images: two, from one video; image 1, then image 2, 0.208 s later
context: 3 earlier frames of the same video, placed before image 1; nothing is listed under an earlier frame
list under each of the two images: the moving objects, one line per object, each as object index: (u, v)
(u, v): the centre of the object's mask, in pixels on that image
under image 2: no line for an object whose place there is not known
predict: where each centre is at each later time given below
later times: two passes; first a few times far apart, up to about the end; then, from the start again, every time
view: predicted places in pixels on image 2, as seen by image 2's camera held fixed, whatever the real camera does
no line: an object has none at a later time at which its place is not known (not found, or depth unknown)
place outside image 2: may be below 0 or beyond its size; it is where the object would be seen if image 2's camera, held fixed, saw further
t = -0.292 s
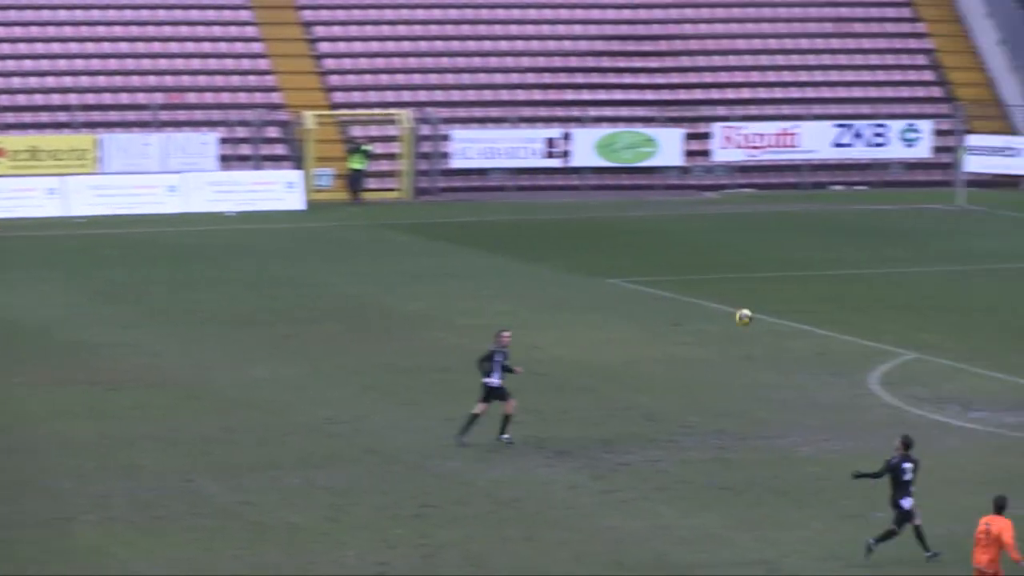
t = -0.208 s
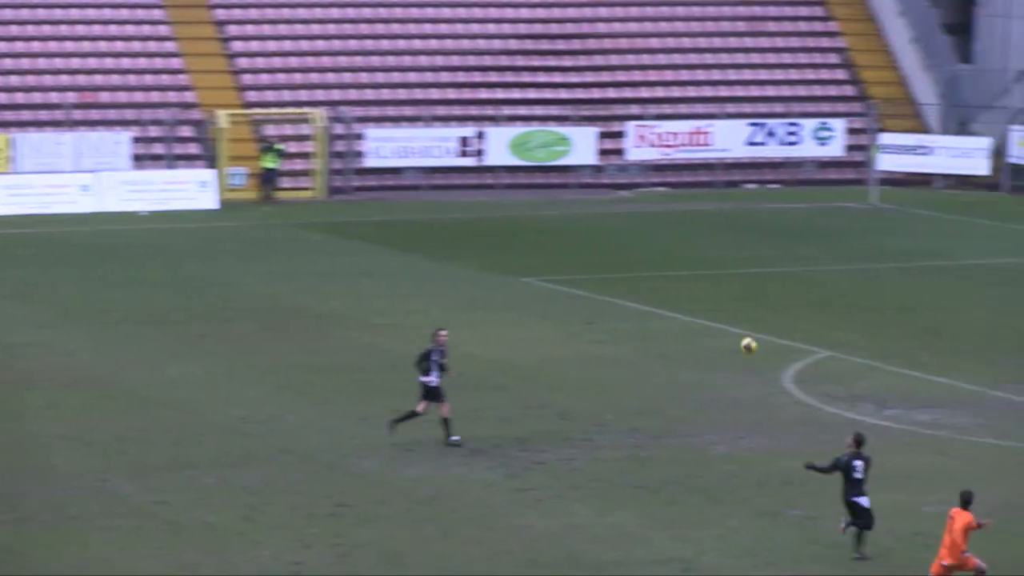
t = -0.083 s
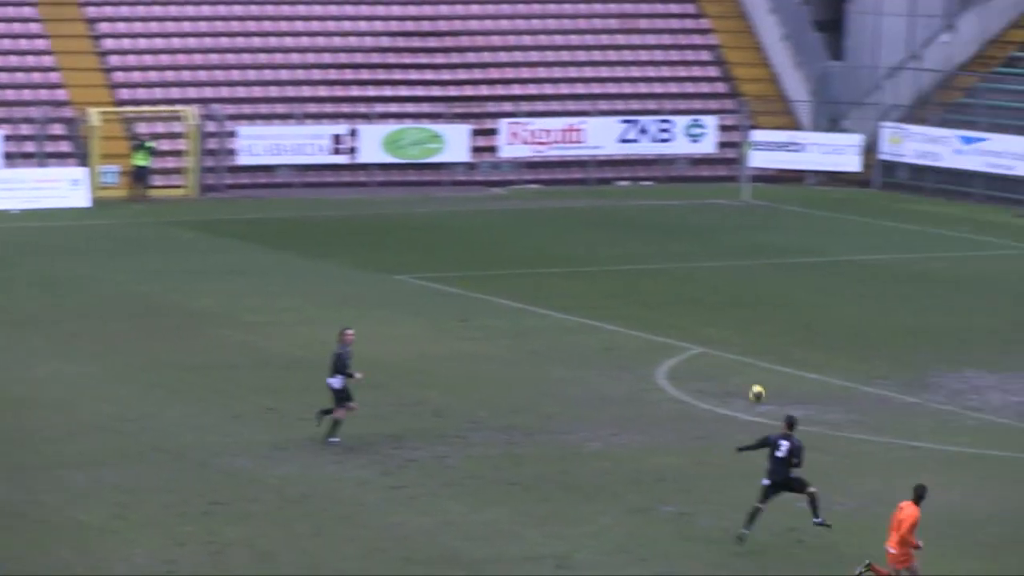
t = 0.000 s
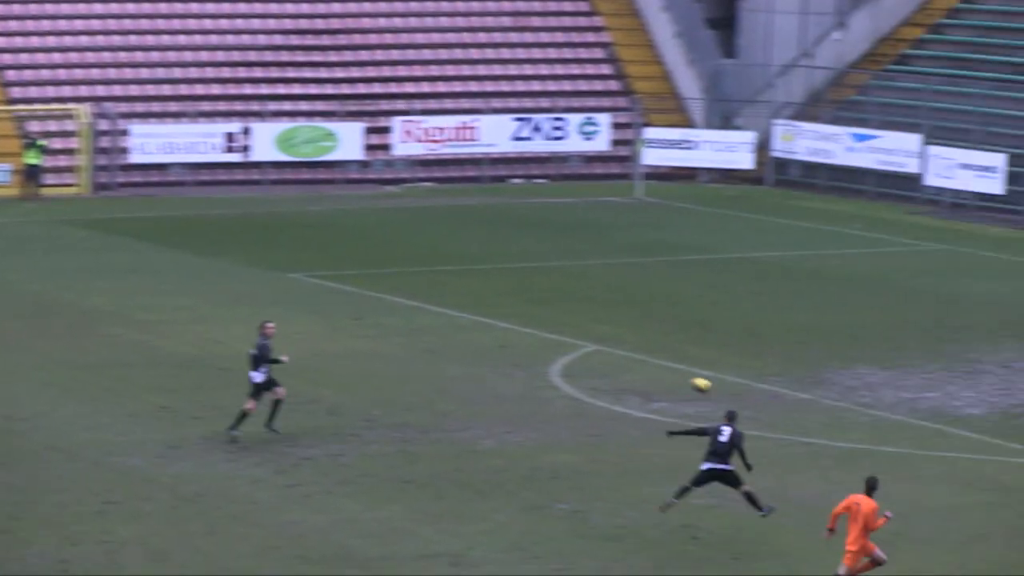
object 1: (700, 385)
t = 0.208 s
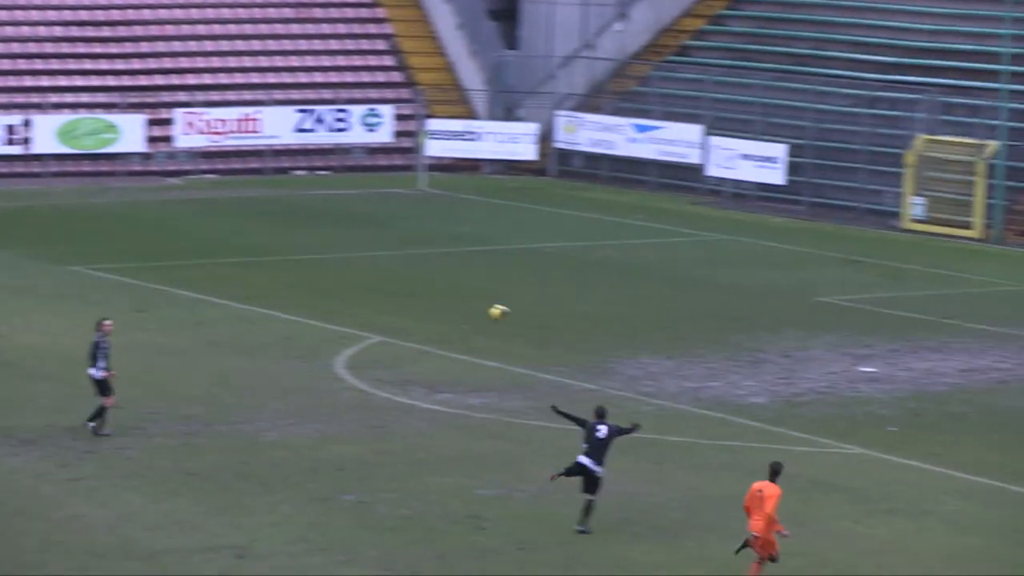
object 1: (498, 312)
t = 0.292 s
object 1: (502, 294)
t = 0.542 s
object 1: (515, 271)
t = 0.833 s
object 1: (524, 295)
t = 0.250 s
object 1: (500, 303)
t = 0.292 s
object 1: (502, 294)
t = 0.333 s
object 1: (505, 287)
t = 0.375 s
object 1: (506, 282)
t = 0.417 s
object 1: (508, 278)
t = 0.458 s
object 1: (510, 275)
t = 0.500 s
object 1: (512, 272)
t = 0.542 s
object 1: (515, 271)
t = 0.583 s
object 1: (516, 270)
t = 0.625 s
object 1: (518, 272)
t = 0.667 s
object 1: (520, 274)
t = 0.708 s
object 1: (521, 278)
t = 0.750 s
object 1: (522, 283)
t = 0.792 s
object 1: (524, 289)
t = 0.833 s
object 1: (524, 295)
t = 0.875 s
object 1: (525, 302)
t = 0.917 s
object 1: (526, 311)
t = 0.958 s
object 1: (527, 320)
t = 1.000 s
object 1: (528, 335)
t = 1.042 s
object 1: (529, 347)
